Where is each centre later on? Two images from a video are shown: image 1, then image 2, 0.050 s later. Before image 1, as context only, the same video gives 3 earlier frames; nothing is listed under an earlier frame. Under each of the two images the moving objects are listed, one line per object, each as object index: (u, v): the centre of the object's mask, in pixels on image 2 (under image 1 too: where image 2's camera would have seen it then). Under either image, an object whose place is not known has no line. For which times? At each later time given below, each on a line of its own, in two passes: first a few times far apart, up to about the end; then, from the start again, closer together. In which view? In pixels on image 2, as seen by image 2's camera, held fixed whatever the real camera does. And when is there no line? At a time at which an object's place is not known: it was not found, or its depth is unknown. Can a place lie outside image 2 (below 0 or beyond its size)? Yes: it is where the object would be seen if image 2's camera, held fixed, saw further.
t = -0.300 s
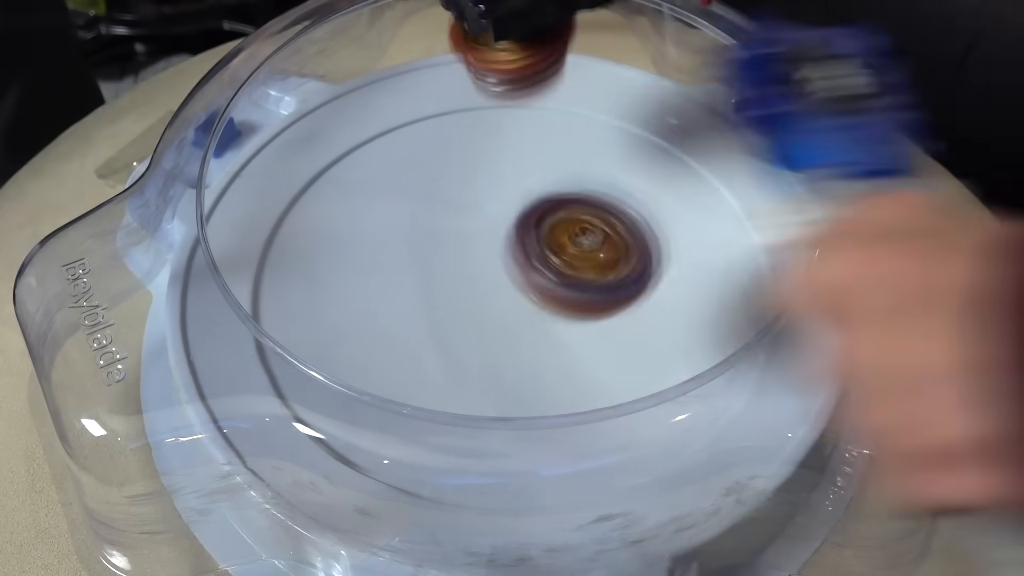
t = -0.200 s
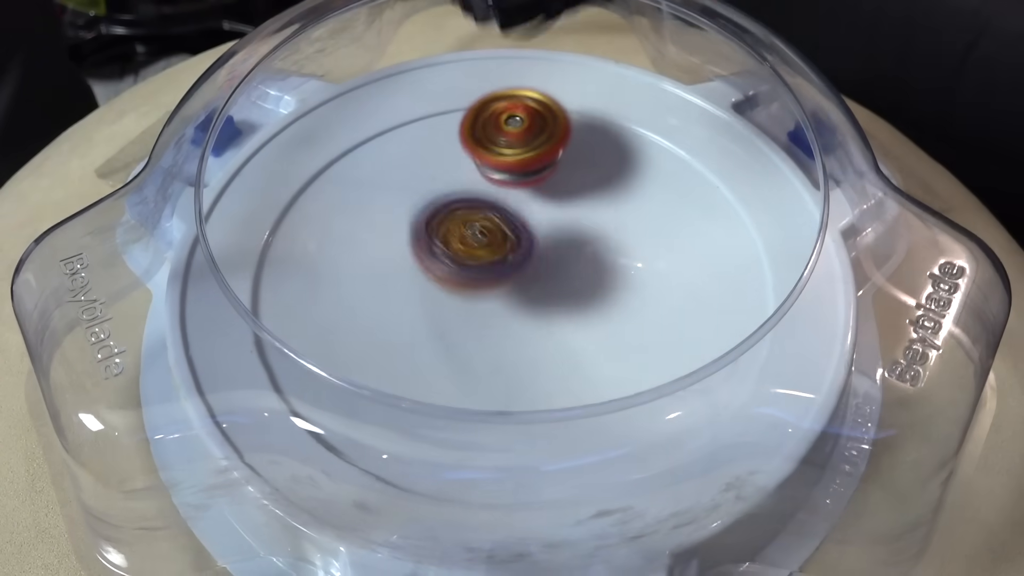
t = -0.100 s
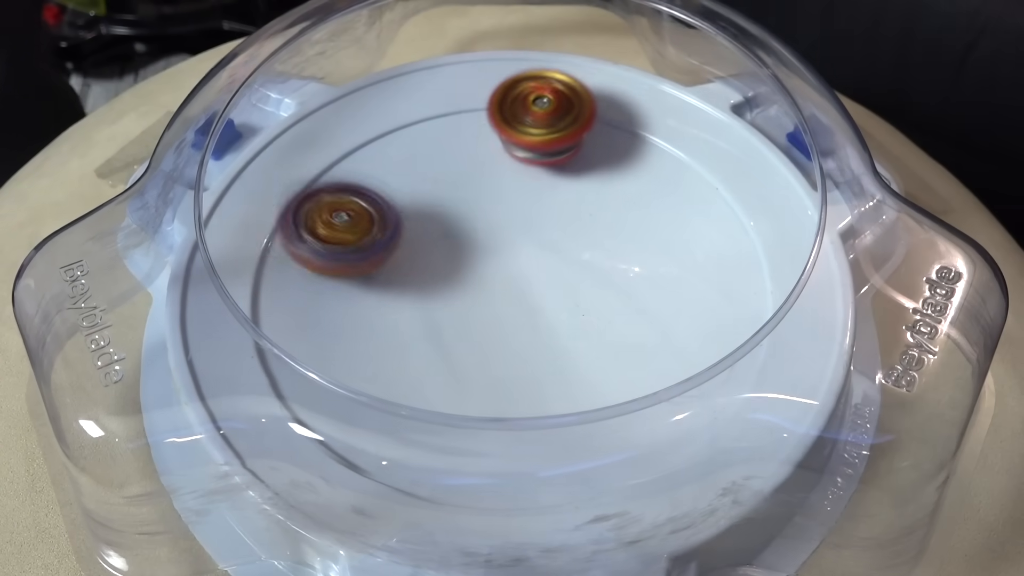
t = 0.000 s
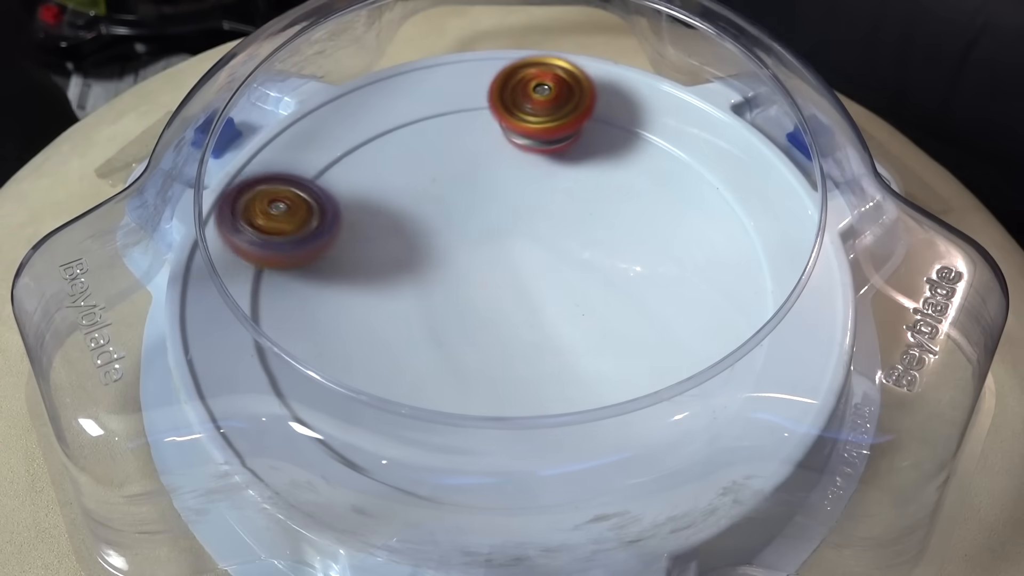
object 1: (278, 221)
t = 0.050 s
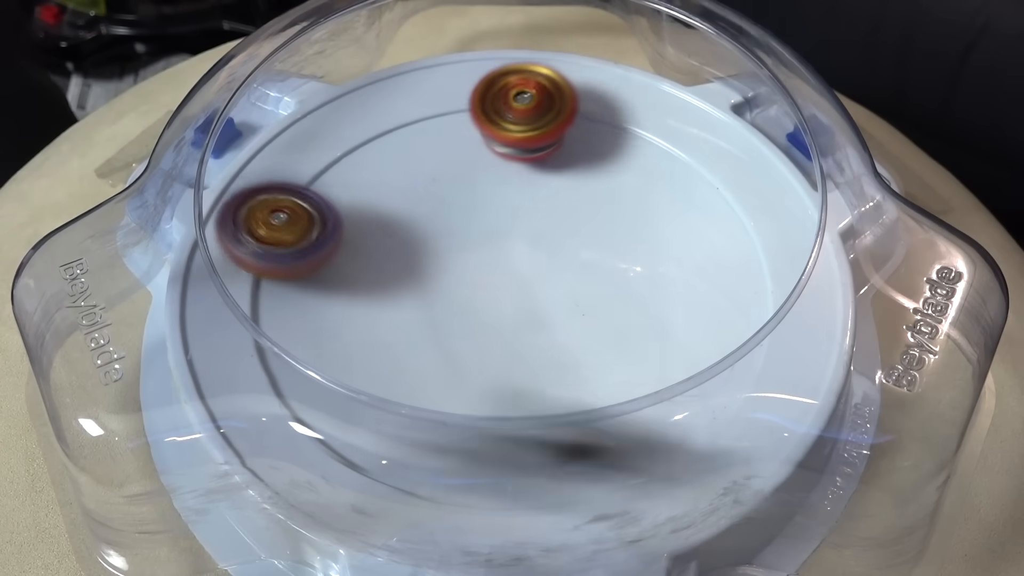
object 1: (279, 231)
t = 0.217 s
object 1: (311, 320)
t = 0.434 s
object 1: (126, 309)
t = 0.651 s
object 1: (357, 241)
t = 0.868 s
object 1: (554, 191)
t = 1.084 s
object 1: (425, 110)
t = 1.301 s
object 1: (415, 140)
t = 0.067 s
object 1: (283, 235)
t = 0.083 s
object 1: (287, 241)
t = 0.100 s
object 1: (291, 248)
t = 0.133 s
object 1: (303, 261)
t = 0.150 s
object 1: (310, 268)
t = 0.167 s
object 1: (318, 275)
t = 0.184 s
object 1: (327, 282)
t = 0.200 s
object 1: (334, 290)
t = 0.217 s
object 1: (311, 320)
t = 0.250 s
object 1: (239, 407)
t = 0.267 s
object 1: (213, 434)
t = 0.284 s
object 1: (187, 425)
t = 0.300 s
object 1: (166, 423)
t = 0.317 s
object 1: (148, 423)
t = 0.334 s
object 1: (135, 423)
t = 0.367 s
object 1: (126, 415)
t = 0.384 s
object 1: (121, 398)
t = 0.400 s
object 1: (115, 368)
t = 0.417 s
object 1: (119, 339)
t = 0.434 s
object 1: (126, 309)
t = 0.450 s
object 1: (137, 291)
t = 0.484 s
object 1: (166, 275)
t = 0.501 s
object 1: (184, 272)
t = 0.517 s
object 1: (204, 275)
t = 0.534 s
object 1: (225, 275)
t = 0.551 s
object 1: (243, 266)
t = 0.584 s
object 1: (280, 254)
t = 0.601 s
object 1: (298, 252)
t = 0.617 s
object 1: (318, 248)
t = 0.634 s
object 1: (338, 244)
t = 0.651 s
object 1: (357, 241)
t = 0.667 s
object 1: (375, 238)
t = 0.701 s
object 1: (408, 232)
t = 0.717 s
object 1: (424, 229)
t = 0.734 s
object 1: (439, 227)
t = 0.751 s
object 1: (454, 224)
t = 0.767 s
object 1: (469, 221)
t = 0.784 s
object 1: (483, 217)
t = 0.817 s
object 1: (512, 209)
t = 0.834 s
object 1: (527, 203)
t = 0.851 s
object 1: (541, 196)
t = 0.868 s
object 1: (554, 191)
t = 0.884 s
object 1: (540, 178)
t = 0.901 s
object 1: (522, 168)
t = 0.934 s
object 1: (489, 146)
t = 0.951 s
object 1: (475, 137)
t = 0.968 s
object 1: (462, 129)
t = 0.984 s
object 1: (451, 123)
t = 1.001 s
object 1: (443, 119)
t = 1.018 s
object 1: (436, 116)
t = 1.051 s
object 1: (429, 112)
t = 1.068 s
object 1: (426, 111)
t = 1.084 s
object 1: (425, 110)
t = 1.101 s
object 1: (424, 110)
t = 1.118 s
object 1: (422, 111)
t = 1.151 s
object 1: (422, 115)
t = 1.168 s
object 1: (422, 118)
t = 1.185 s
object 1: (422, 120)
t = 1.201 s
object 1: (421, 121)
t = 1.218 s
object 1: (420, 124)
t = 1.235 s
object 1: (419, 126)
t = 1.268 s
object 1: (416, 132)
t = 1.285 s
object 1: (415, 136)
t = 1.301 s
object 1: (415, 140)
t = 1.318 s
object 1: (416, 144)
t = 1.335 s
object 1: (418, 147)
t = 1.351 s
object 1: (419, 151)
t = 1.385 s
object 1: (423, 160)
